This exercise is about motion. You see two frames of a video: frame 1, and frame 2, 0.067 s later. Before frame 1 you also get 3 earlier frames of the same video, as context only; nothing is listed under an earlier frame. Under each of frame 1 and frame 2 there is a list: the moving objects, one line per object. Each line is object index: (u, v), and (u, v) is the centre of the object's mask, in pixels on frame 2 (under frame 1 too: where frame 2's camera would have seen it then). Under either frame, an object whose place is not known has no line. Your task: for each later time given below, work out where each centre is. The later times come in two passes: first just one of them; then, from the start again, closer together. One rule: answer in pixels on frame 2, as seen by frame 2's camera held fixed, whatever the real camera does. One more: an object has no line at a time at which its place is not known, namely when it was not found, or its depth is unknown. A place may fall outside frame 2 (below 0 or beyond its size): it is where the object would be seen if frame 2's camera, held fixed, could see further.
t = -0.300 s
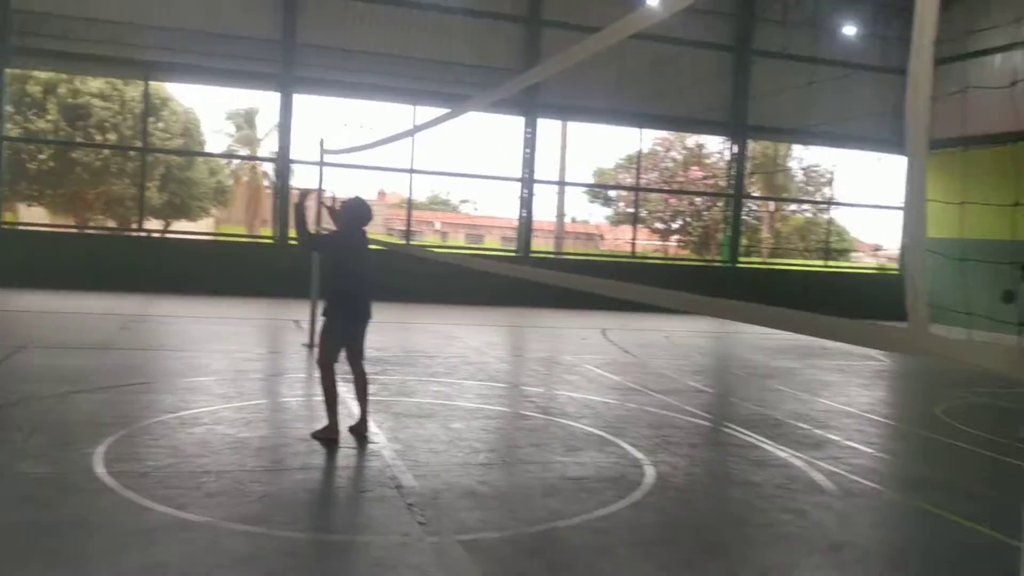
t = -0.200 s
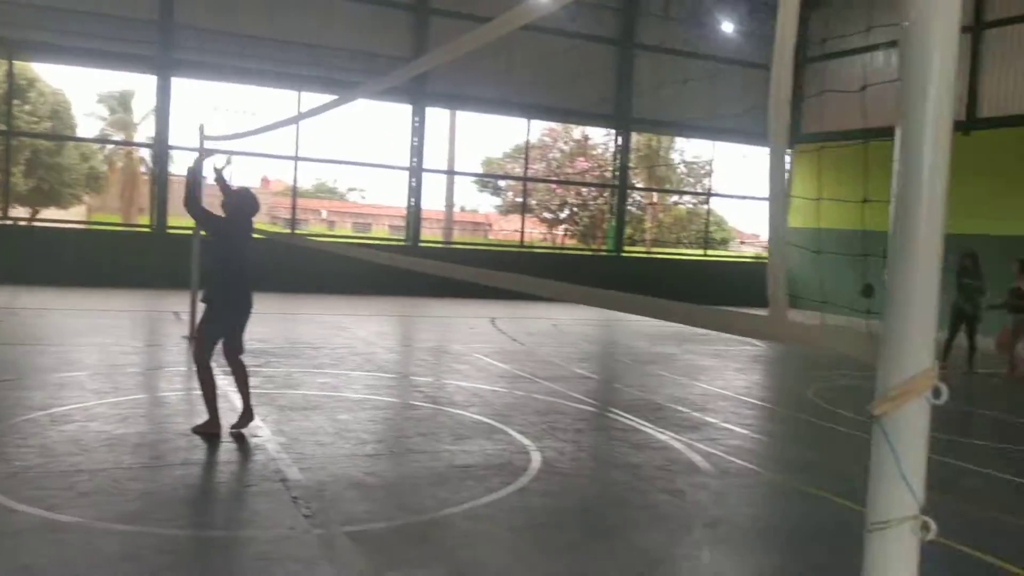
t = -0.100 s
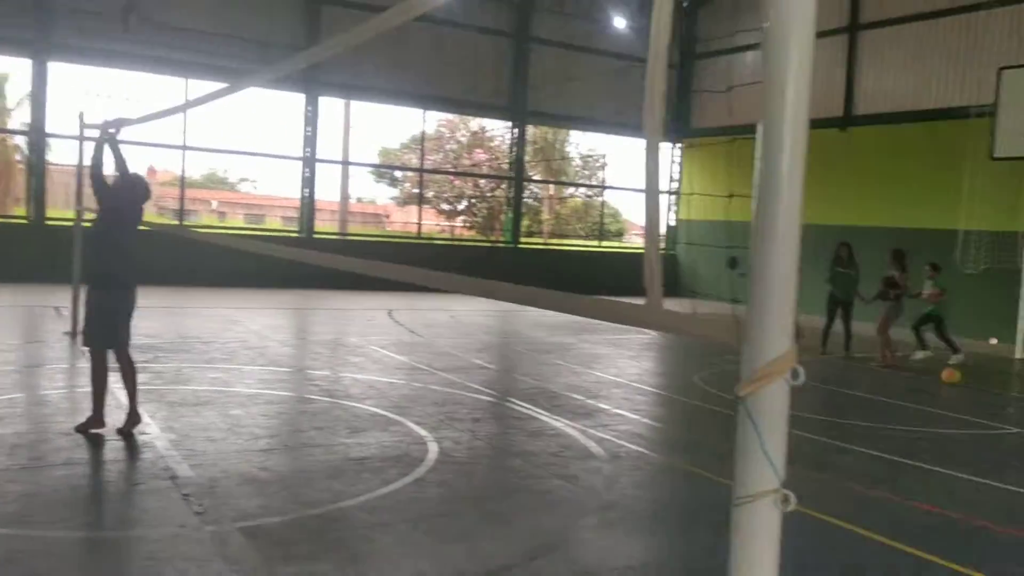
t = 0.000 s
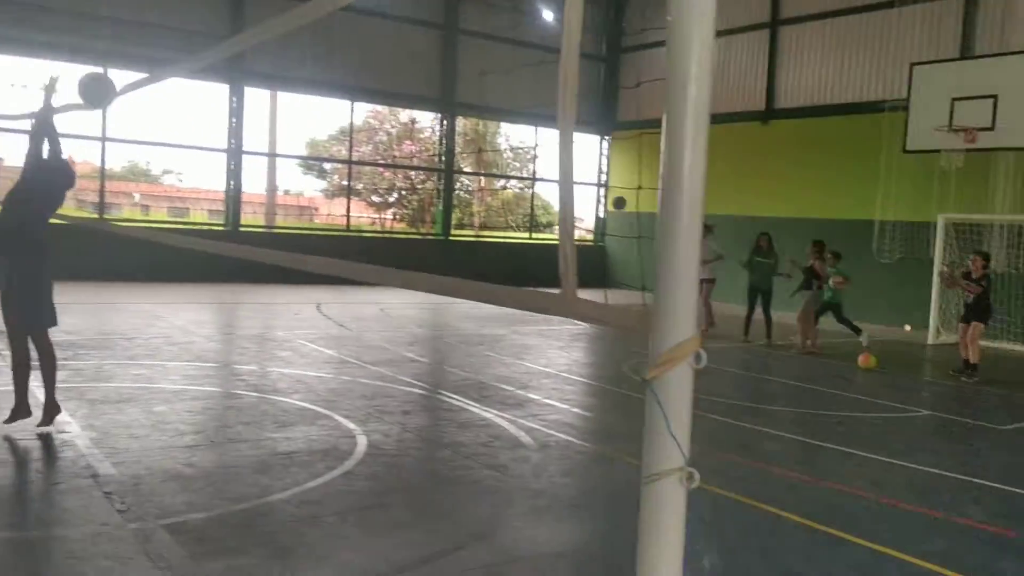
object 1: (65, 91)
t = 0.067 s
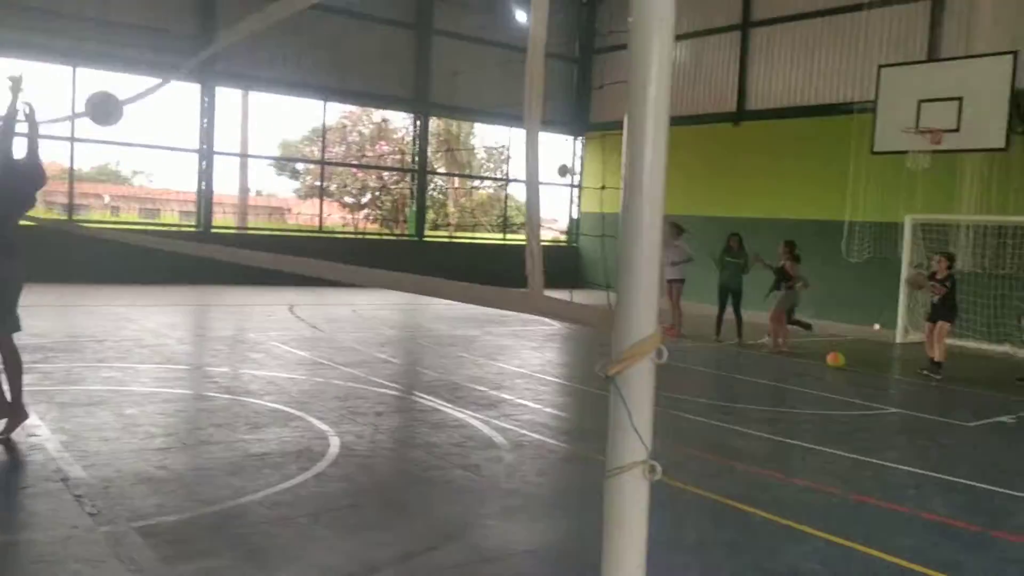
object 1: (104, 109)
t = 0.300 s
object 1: (236, 220)
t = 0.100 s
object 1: (121, 119)
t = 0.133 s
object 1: (140, 133)
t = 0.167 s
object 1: (159, 146)
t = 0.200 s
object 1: (178, 162)
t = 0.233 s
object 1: (198, 182)
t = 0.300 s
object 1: (236, 220)
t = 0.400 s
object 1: (288, 288)
